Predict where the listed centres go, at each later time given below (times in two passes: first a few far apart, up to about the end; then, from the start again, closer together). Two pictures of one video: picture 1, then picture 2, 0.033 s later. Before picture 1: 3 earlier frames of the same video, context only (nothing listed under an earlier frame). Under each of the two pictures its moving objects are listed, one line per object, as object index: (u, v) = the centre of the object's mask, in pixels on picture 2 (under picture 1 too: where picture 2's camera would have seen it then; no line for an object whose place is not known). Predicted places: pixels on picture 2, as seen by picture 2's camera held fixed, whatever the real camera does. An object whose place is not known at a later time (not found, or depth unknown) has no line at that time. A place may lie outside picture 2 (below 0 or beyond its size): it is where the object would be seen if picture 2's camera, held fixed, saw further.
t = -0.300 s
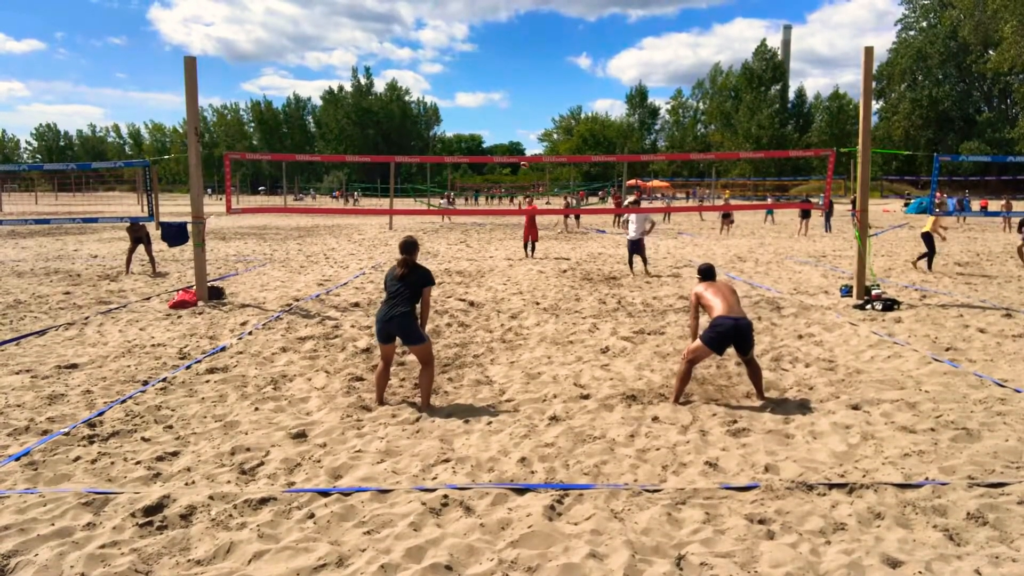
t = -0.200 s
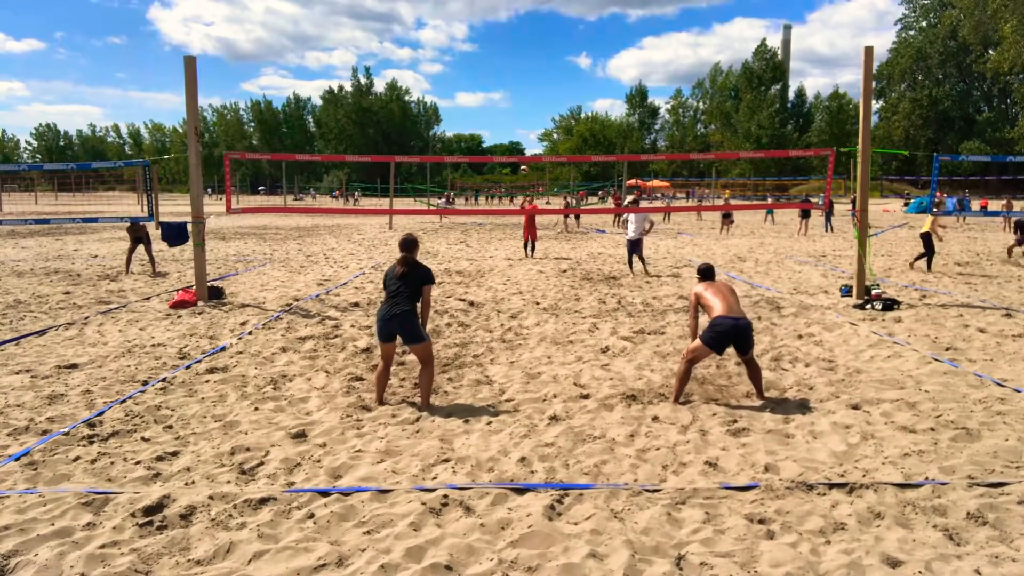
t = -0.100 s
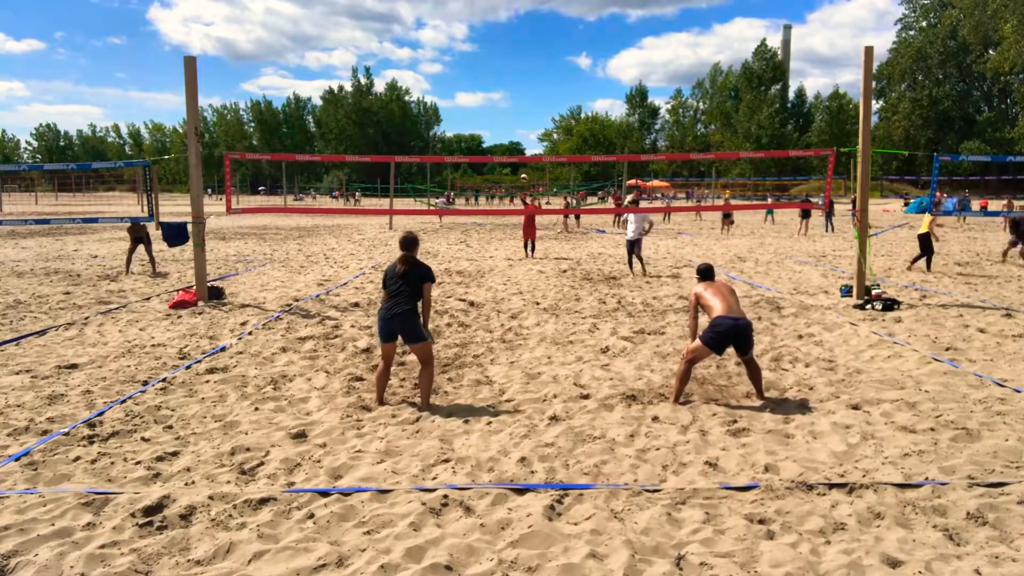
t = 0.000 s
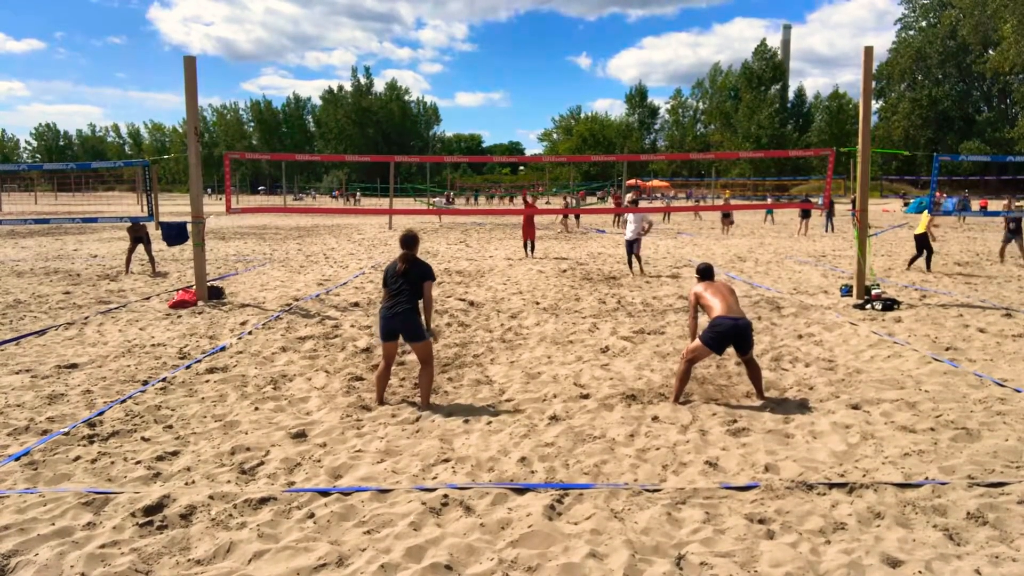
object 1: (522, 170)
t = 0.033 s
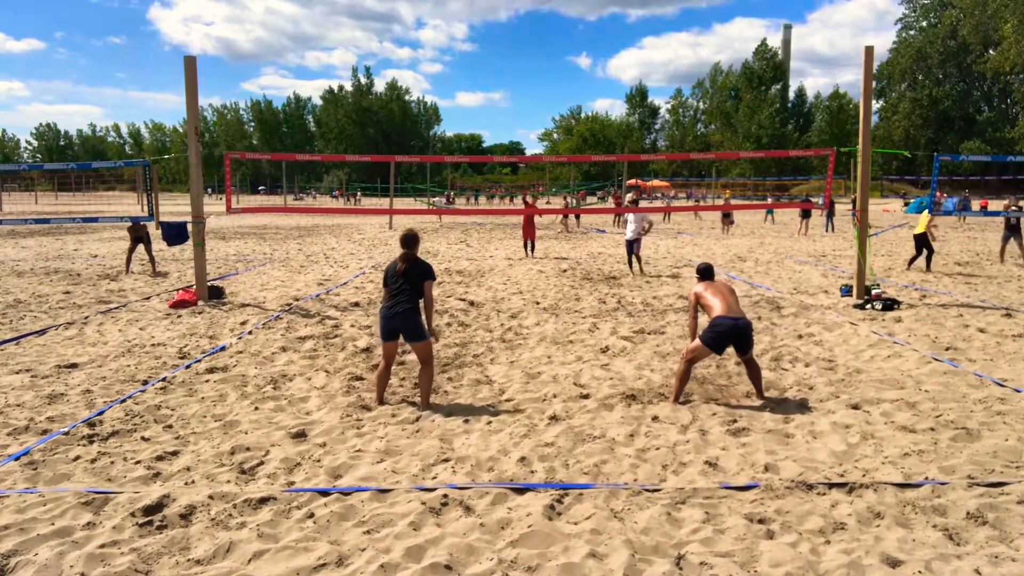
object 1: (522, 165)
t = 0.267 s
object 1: (515, 117)
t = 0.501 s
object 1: (506, 85)
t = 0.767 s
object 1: (495, 71)
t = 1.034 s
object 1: (482, 107)
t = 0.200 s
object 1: (516, 129)
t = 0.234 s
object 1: (515, 123)
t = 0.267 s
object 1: (515, 117)
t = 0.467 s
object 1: (508, 88)
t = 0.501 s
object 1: (506, 85)
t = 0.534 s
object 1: (505, 82)
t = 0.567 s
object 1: (503, 79)
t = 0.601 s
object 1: (502, 76)
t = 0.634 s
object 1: (500, 74)
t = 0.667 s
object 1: (499, 73)
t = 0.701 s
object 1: (497, 71)
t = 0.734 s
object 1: (496, 71)
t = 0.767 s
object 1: (495, 71)
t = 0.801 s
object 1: (494, 71)
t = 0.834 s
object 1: (492, 73)
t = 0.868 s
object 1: (491, 75)
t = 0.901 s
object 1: (490, 78)
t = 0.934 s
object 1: (488, 83)
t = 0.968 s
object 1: (486, 90)
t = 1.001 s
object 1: (484, 97)
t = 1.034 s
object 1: (482, 107)
